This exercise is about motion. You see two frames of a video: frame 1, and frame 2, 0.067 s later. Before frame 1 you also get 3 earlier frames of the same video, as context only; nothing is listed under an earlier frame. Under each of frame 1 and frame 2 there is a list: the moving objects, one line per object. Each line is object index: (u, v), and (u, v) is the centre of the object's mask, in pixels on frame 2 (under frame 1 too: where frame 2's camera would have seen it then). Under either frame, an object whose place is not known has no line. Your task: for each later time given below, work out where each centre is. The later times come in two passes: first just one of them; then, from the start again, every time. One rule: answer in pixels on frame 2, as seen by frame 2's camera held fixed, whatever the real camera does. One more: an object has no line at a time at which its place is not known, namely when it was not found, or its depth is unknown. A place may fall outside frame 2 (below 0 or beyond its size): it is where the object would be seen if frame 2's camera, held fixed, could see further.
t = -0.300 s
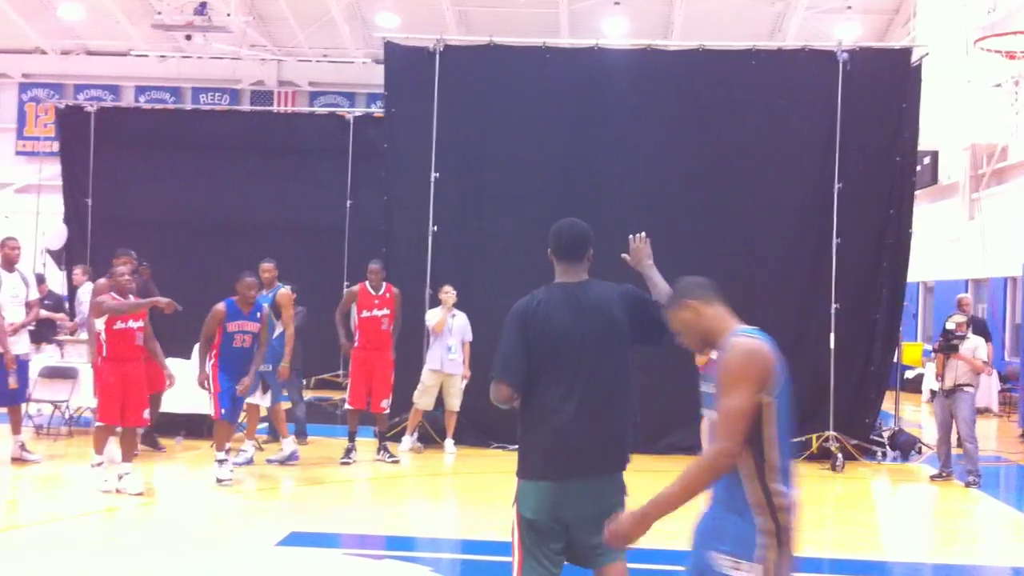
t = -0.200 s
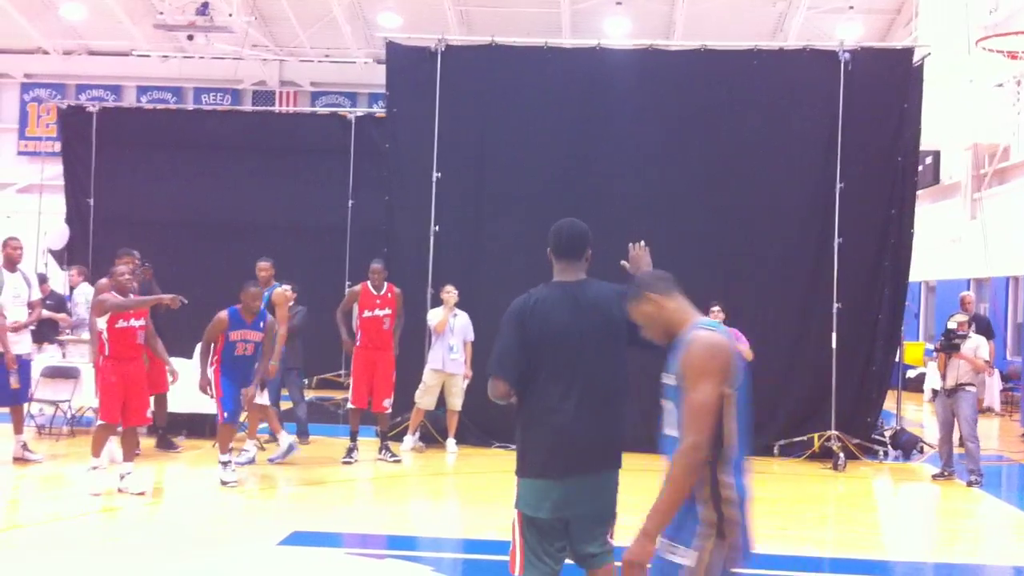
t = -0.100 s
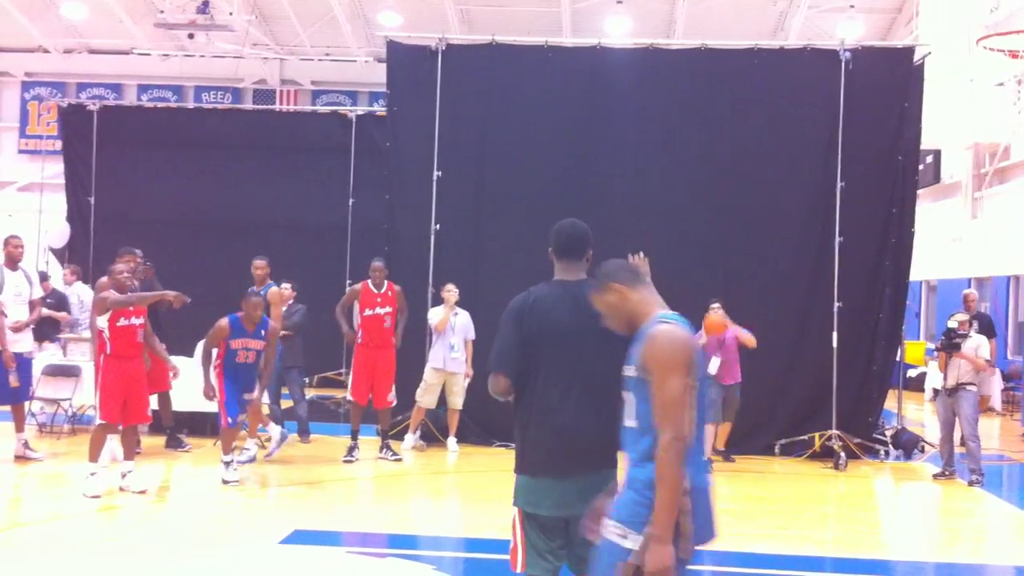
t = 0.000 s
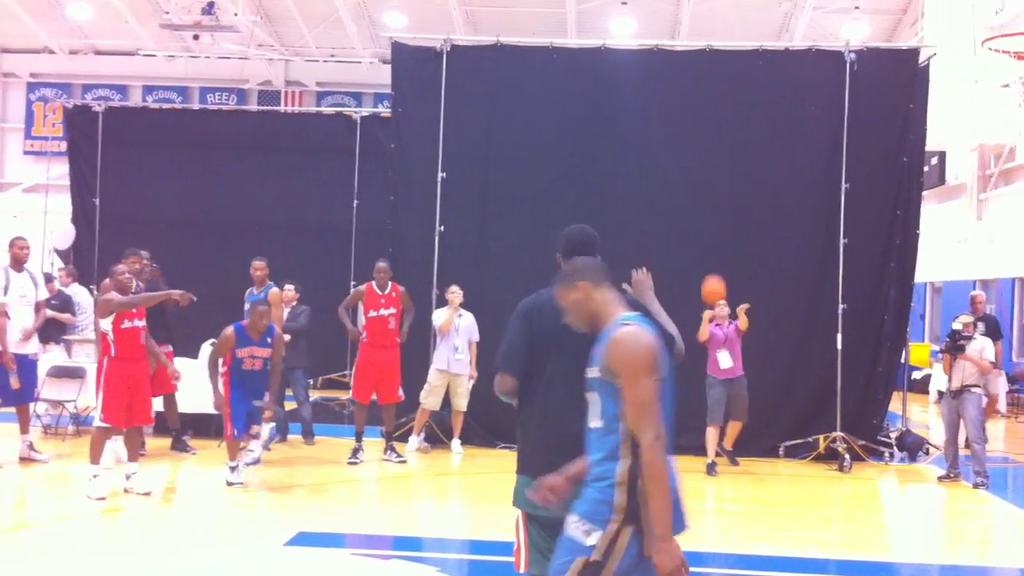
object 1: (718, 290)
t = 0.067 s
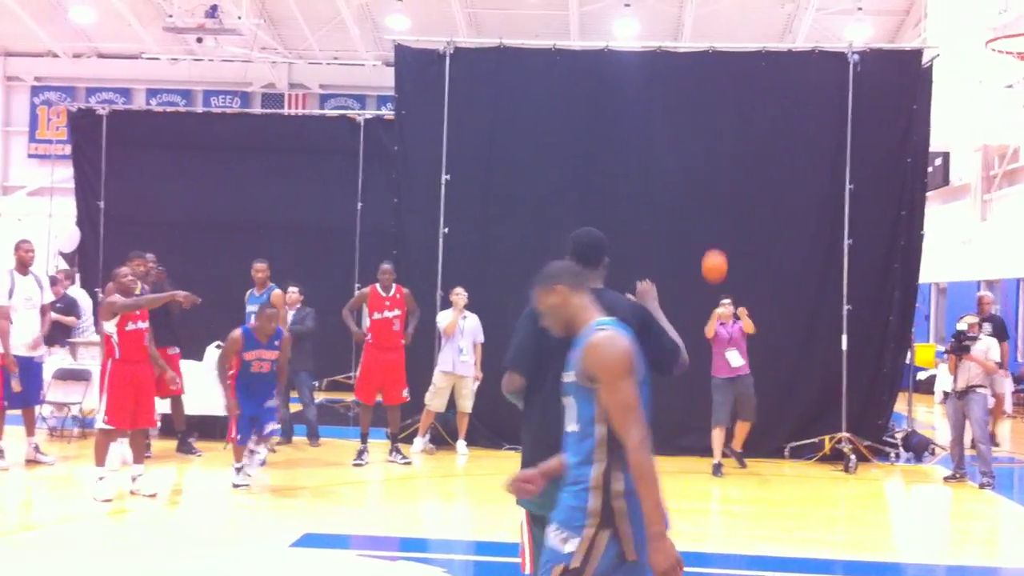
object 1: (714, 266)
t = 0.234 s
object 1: (703, 214)
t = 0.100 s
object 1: (712, 254)
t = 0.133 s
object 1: (710, 243)
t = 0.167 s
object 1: (708, 233)
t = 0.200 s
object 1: (705, 223)
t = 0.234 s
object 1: (703, 214)
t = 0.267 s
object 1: (699, 207)
